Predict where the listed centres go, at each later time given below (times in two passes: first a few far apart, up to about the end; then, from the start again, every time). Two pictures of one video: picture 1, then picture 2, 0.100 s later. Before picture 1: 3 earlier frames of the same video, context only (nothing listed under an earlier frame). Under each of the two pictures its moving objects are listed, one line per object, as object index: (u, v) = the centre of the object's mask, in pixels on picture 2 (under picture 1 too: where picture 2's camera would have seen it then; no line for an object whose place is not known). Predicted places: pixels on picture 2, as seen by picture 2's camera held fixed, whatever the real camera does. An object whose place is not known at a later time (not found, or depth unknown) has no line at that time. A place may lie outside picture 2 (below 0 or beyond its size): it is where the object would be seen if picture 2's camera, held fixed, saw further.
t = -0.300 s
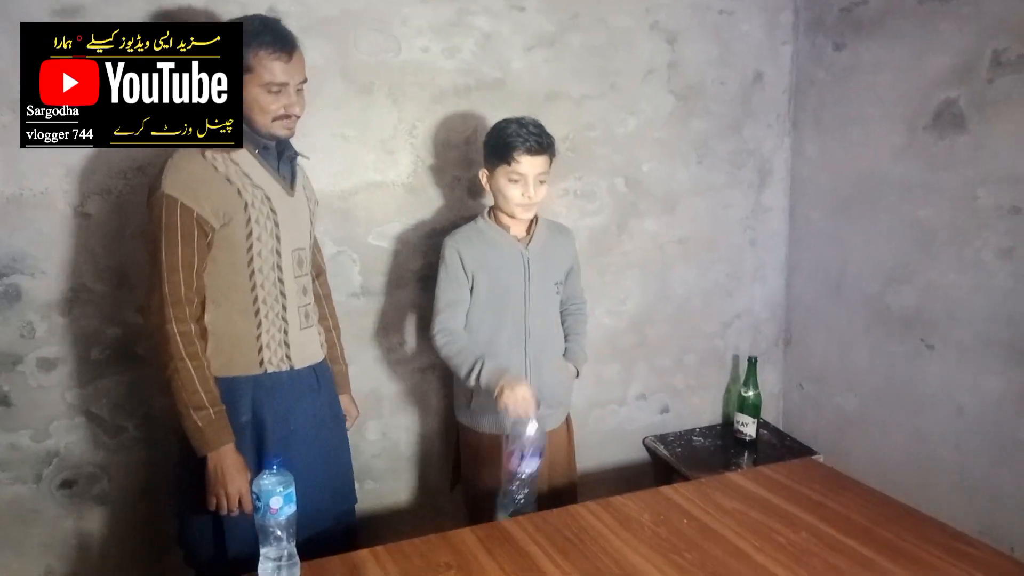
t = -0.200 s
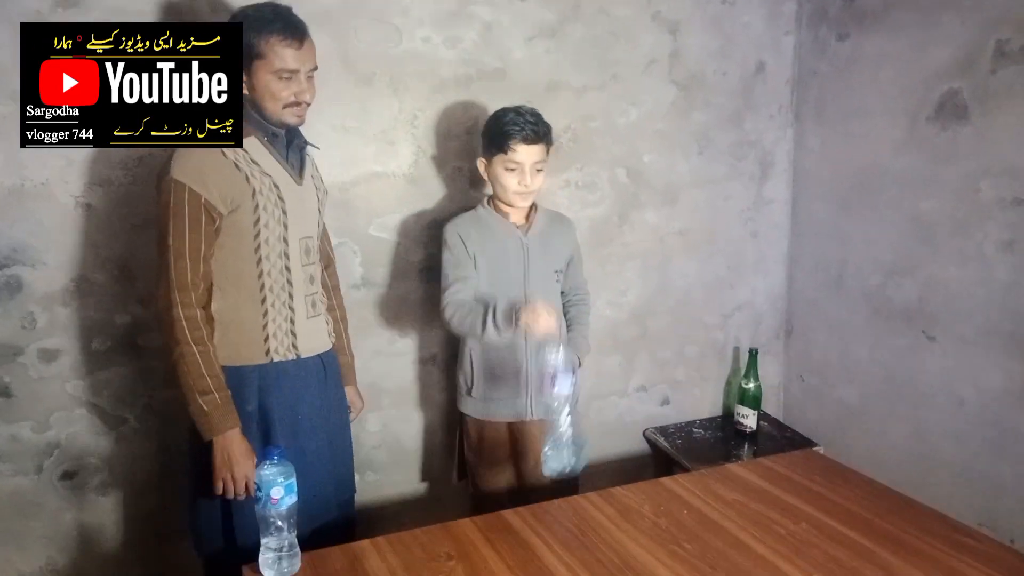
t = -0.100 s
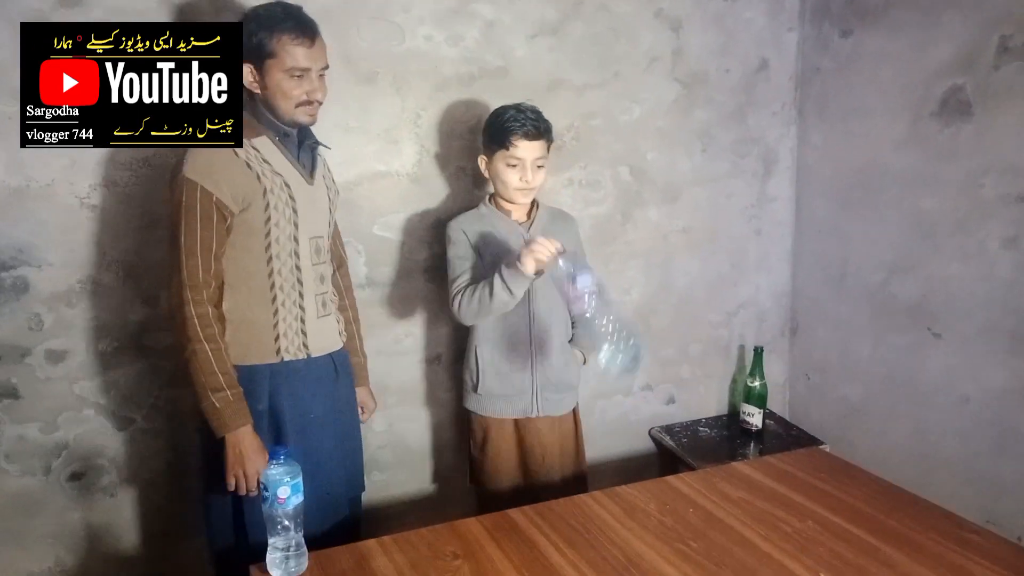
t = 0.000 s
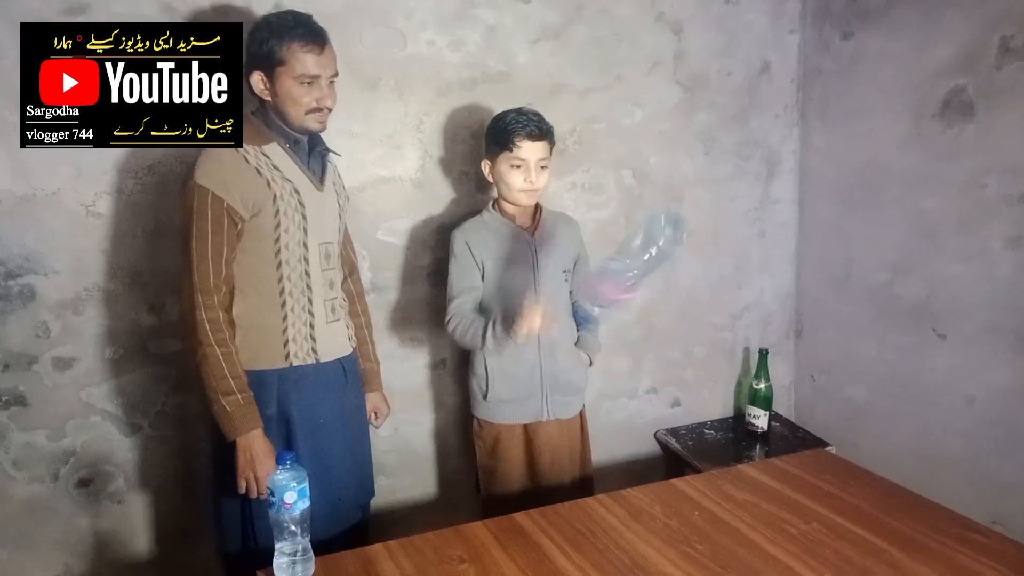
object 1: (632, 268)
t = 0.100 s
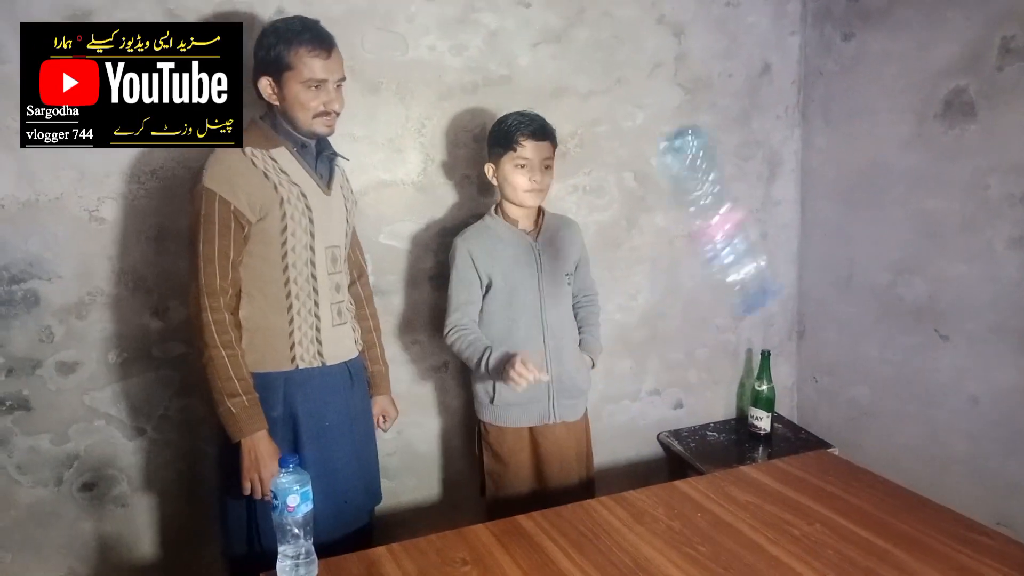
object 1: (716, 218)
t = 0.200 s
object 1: (790, 121)
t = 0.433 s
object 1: (835, 301)
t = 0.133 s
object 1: (749, 187)
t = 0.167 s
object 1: (774, 151)
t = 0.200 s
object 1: (790, 121)
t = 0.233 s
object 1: (798, 108)
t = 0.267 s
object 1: (802, 110)
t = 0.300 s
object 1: (806, 125)
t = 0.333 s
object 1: (813, 151)
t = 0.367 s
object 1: (821, 190)
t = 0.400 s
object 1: (827, 246)
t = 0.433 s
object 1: (835, 301)
